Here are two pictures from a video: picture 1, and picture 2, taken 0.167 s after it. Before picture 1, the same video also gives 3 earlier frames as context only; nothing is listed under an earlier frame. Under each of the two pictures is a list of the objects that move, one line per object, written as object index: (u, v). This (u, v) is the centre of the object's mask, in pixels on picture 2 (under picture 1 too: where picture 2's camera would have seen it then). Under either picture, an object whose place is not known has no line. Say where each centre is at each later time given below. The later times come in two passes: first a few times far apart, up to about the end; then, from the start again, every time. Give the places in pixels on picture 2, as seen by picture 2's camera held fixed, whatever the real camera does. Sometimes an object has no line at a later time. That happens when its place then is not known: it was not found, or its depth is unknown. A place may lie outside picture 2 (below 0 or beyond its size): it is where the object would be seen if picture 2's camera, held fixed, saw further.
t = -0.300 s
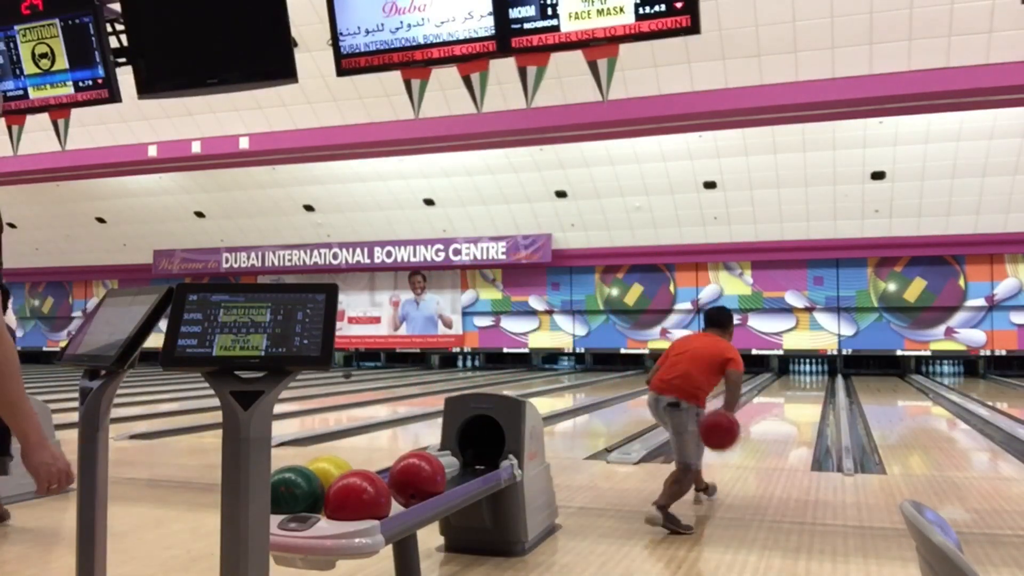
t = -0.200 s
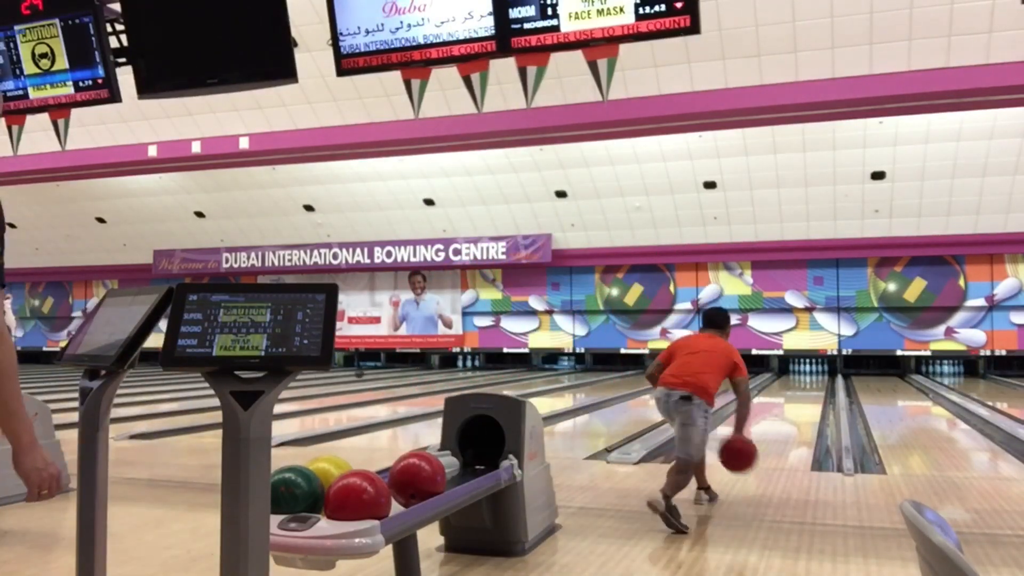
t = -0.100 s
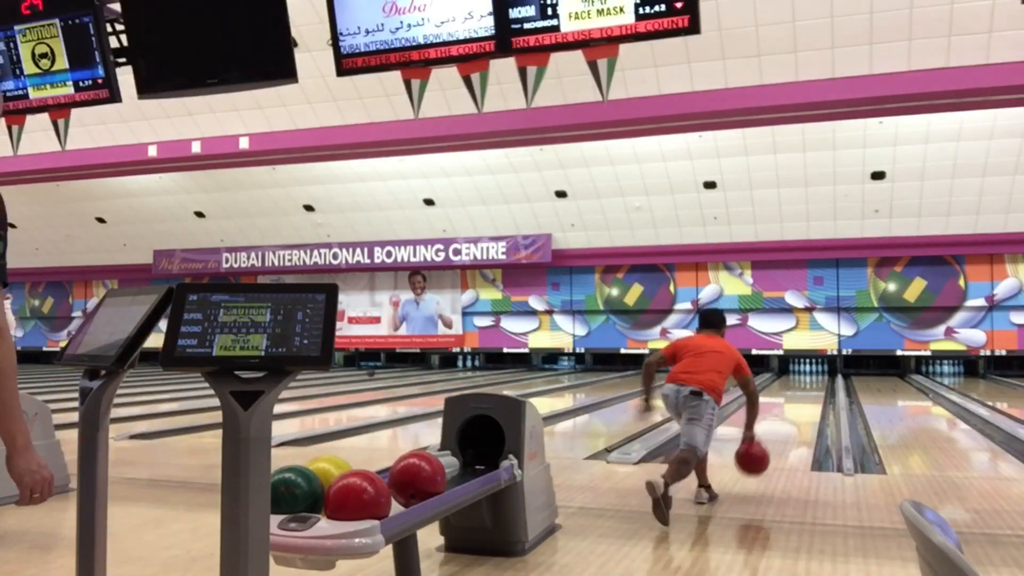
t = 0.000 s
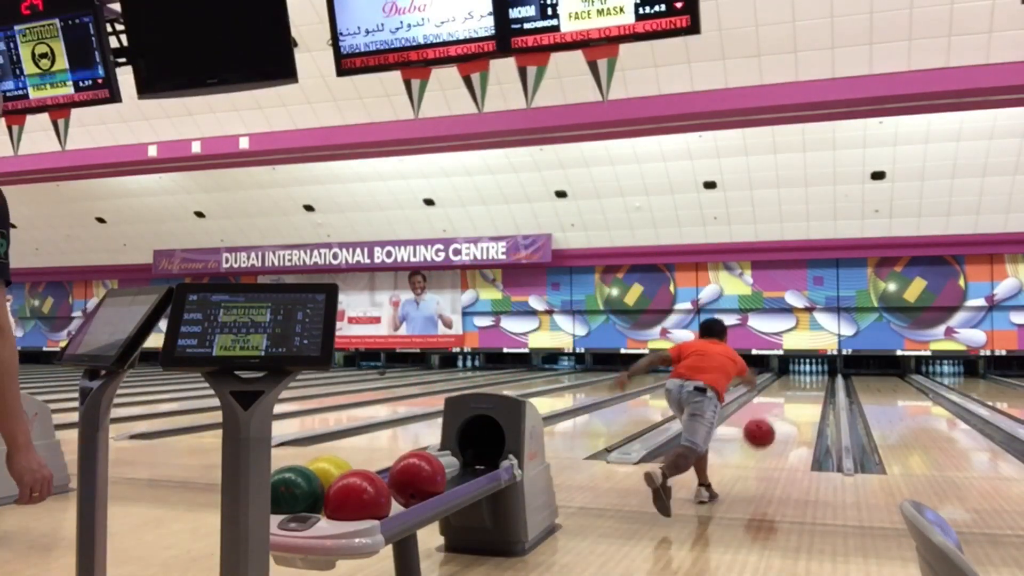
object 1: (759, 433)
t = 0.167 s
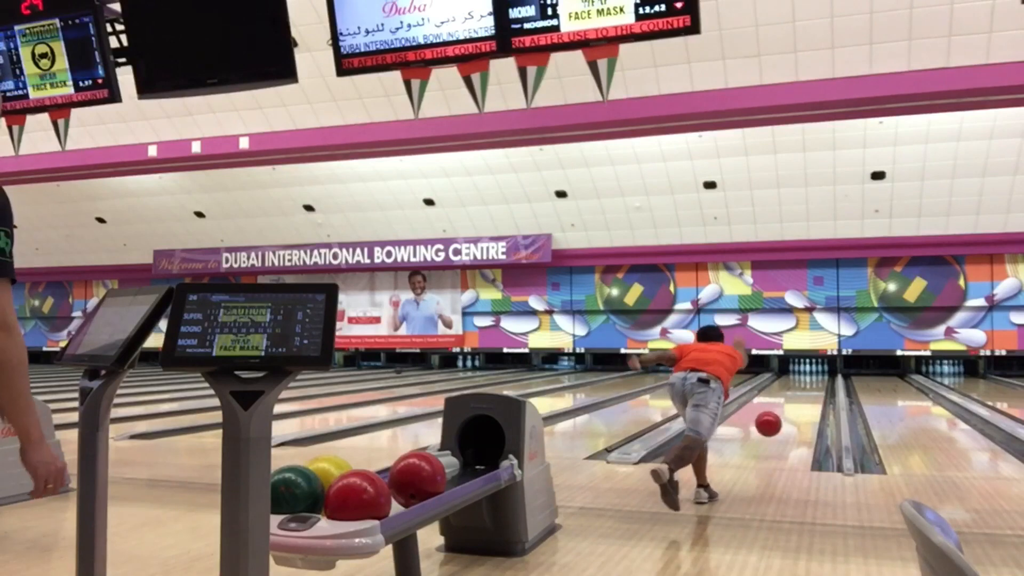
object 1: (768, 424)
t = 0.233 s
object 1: (771, 430)
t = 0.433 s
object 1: (778, 425)
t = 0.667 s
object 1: (784, 410)
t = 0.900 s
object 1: (788, 401)
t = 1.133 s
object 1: (792, 394)
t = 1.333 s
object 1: (794, 390)
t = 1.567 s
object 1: (795, 385)
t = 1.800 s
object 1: (797, 381)
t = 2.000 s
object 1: (798, 377)
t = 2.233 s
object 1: (799, 375)
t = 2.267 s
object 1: (799, 375)
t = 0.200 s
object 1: (770, 426)
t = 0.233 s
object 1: (771, 430)
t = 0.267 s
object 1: (772, 434)
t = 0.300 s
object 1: (774, 433)
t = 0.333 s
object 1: (775, 429)
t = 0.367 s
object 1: (776, 427)
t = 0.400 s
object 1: (777, 425)
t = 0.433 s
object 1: (778, 425)
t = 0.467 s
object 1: (779, 422)
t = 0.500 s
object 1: (780, 420)
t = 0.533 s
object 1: (781, 419)
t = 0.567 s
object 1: (781, 417)
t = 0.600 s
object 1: (782, 415)
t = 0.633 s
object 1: (784, 412)
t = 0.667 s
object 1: (784, 410)
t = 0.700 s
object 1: (785, 409)
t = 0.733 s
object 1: (786, 408)
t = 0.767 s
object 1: (786, 406)
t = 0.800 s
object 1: (787, 405)
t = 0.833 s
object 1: (787, 403)
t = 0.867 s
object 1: (788, 402)
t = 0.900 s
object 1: (788, 401)
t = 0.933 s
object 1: (789, 400)
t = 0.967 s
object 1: (789, 399)
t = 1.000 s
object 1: (790, 398)
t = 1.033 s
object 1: (790, 397)
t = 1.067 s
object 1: (791, 396)
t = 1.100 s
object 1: (791, 395)
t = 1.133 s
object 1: (792, 394)
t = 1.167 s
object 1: (792, 393)
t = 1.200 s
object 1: (792, 393)
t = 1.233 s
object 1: (793, 392)
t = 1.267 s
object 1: (793, 391)
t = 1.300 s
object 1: (793, 390)
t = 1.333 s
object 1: (794, 390)
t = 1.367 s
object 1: (794, 389)
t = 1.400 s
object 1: (794, 388)
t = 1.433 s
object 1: (794, 387)
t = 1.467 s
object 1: (794, 387)
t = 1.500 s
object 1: (795, 386)
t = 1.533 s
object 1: (795, 385)
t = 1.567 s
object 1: (795, 385)
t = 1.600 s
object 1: (795, 384)
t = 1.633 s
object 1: (796, 383)
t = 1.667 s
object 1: (796, 383)
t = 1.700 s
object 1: (796, 382)
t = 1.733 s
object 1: (796, 381)
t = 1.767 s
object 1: (797, 381)
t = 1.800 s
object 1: (797, 381)
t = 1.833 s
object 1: (797, 380)
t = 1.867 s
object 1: (797, 380)
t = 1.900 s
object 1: (797, 379)
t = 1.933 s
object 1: (797, 379)
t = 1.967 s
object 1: (798, 378)
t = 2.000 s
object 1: (798, 377)
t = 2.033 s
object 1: (798, 377)
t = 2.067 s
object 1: (798, 377)
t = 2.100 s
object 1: (798, 376)
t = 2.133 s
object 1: (798, 376)
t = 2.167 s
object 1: (798, 376)
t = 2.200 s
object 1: (799, 375)
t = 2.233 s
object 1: (799, 375)
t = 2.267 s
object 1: (799, 375)
